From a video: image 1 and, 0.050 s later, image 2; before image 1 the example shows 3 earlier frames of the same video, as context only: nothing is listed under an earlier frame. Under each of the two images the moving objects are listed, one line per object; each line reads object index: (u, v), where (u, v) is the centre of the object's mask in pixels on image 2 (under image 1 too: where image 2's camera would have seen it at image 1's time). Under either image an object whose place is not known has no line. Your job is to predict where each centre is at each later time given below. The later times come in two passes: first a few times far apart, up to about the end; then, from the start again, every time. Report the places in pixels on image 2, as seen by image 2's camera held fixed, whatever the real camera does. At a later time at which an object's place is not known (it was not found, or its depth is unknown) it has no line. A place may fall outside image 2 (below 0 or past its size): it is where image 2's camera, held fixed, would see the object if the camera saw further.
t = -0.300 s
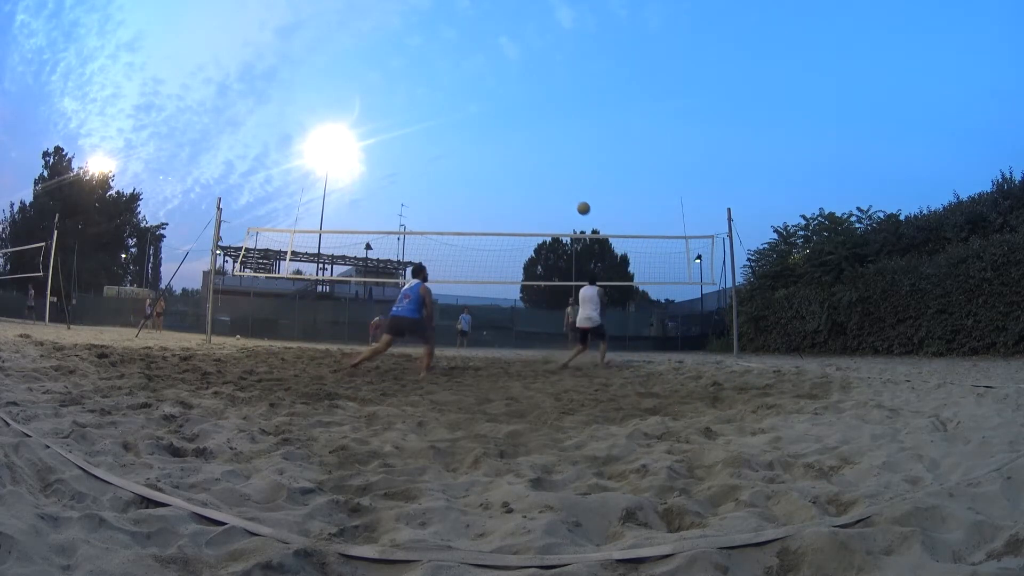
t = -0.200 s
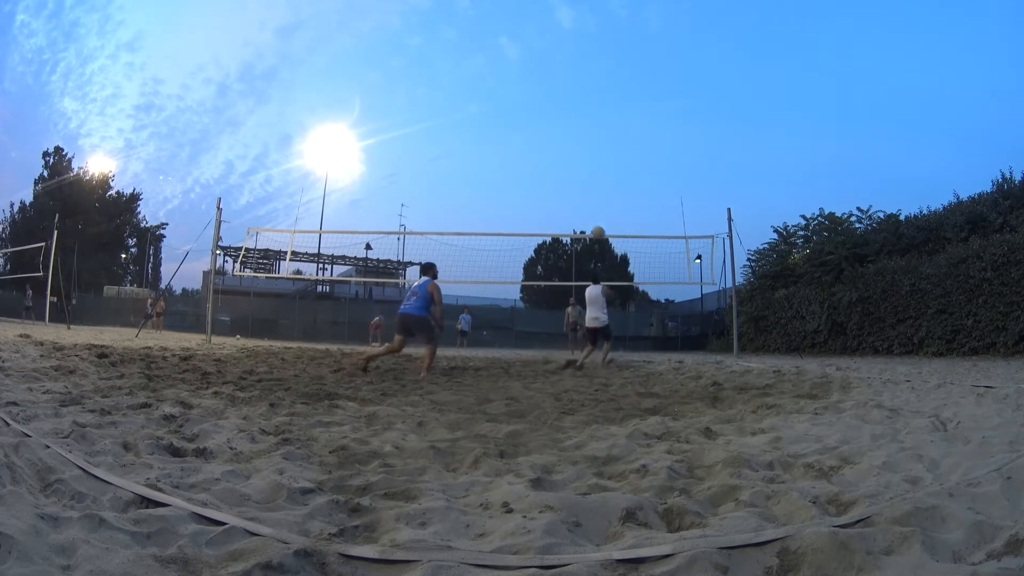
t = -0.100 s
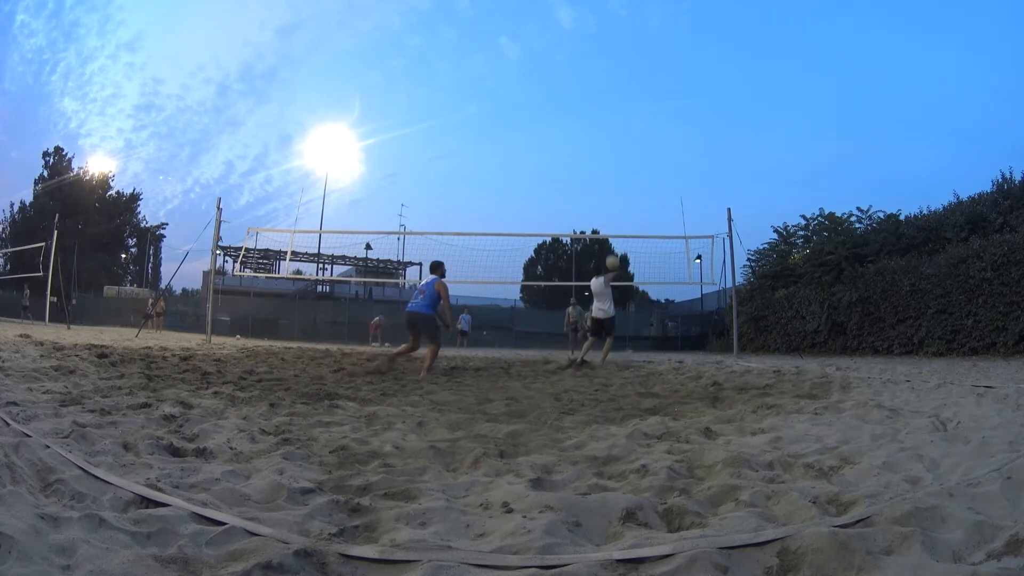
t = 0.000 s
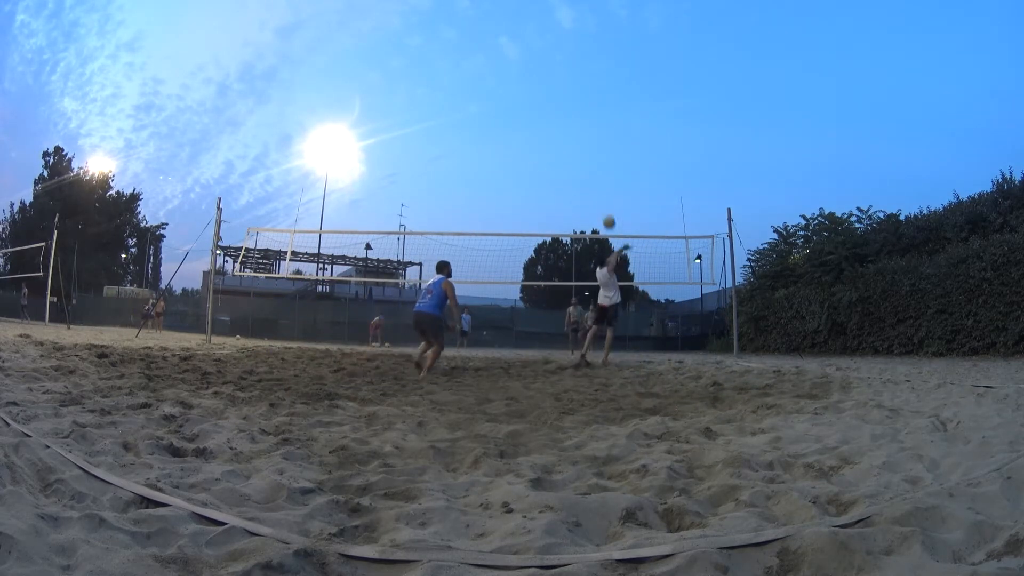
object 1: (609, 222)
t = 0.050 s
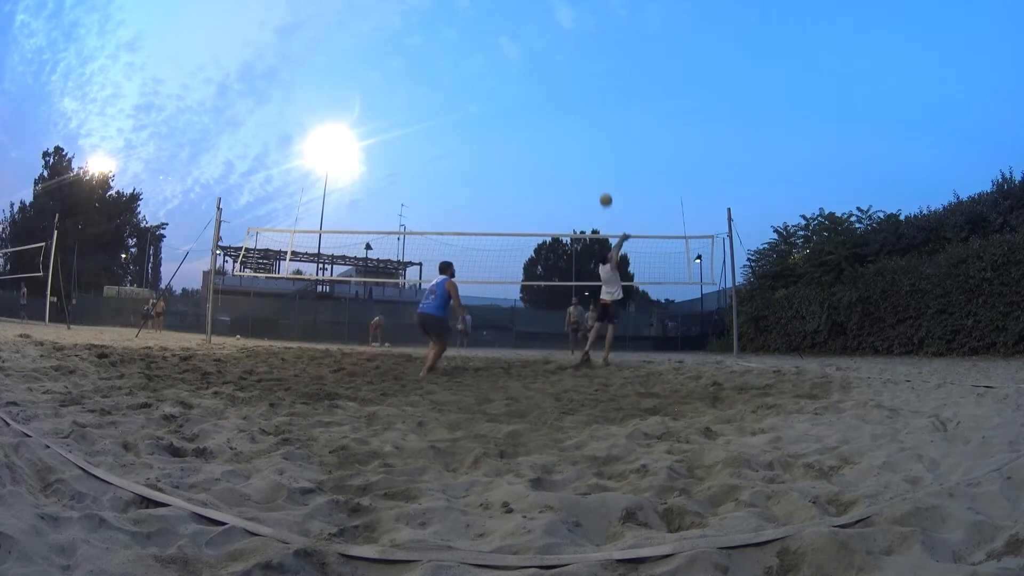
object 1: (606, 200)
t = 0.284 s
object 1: (592, 117)
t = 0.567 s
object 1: (576, 60)
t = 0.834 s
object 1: (561, 41)
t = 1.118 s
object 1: (544, 58)
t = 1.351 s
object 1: (527, 114)
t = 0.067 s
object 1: (605, 193)
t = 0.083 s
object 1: (603, 186)
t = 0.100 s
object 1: (602, 179)
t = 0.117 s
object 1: (601, 172)
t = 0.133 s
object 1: (600, 166)
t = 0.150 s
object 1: (599, 160)
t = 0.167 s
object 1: (598, 154)
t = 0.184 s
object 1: (597, 148)
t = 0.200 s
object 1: (596, 143)
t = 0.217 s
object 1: (595, 137)
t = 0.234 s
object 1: (594, 132)
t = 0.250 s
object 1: (593, 127)
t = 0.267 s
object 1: (592, 122)
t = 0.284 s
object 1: (592, 117)
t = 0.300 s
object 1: (591, 112)
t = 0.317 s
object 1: (590, 108)
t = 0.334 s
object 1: (589, 104)
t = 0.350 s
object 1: (588, 100)
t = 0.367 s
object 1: (587, 96)
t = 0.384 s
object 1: (586, 92)
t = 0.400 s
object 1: (585, 88)
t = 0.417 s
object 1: (584, 85)
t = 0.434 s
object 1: (583, 81)
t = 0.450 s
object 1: (582, 78)
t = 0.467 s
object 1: (581, 75)
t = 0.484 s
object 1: (580, 72)
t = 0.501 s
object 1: (580, 69)
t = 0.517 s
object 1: (579, 67)
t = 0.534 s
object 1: (578, 64)
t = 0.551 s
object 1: (577, 62)
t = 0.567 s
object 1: (576, 60)
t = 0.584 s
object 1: (575, 57)
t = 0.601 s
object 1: (574, 55)
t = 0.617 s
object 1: (573, 53)
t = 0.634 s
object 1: (572, 52)
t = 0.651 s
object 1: (571, 50)
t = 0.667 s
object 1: (570, 49)
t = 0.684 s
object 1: (569, 47)
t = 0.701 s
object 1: (568, 46)
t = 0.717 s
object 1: (567, 45)
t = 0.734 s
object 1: (567, 44)
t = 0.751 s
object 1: (566, 43)
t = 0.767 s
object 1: (565, 42)
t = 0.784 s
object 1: (564, 42)
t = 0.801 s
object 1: (563, 41)
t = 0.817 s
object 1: (562, 41)
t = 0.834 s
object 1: (561, 41)
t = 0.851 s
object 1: (560, 41)
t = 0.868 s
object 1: (559, 40)
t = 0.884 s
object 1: (558, 41)
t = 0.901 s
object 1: (557, 41)
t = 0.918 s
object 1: (556, 41)
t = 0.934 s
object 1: (555, 42)
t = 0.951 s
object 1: (554, 43)
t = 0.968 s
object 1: (553, 43)
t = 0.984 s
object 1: (552, 44)
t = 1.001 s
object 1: (551, 46)
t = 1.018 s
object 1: (550, 47)
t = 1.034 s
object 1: (549, 48)
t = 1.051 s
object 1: (548, 50)
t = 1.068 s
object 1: (547, 52)
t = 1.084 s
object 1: (546, 54)
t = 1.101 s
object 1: (545, 56)
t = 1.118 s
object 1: (544, 58)
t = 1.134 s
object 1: (543, 61)
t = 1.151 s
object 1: (542, 63)
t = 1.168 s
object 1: (541, 66)
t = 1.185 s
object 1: (540, 69)
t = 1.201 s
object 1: (538, 73)
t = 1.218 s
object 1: (537, 76)
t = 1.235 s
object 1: (536, 80)
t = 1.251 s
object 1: (535, 84)
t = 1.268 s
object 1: (534, 88)
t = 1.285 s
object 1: (532, 93)
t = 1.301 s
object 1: (531, 98)
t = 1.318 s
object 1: (530, 103)
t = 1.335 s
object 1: (529, 108)
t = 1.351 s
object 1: (527, 114)
